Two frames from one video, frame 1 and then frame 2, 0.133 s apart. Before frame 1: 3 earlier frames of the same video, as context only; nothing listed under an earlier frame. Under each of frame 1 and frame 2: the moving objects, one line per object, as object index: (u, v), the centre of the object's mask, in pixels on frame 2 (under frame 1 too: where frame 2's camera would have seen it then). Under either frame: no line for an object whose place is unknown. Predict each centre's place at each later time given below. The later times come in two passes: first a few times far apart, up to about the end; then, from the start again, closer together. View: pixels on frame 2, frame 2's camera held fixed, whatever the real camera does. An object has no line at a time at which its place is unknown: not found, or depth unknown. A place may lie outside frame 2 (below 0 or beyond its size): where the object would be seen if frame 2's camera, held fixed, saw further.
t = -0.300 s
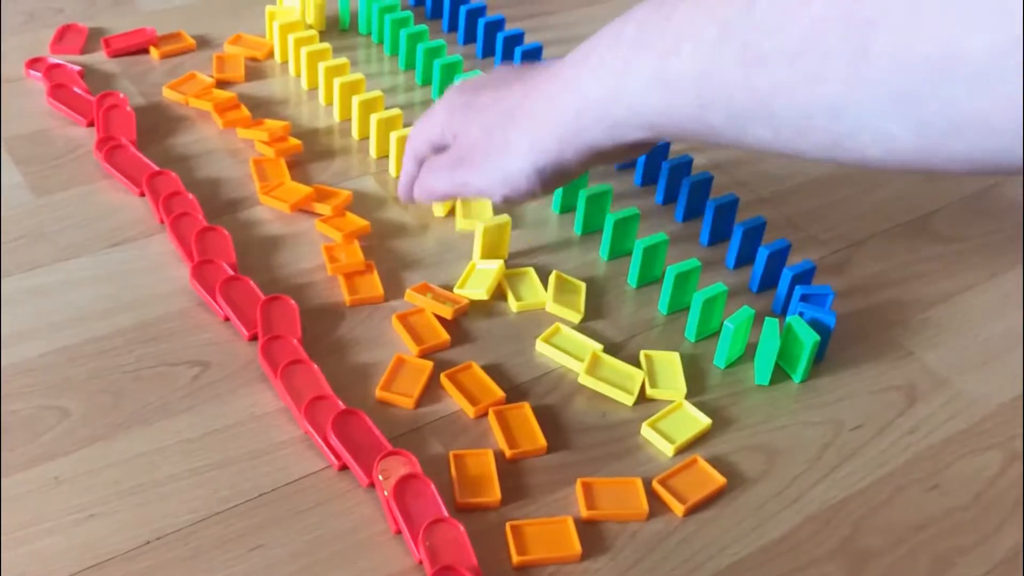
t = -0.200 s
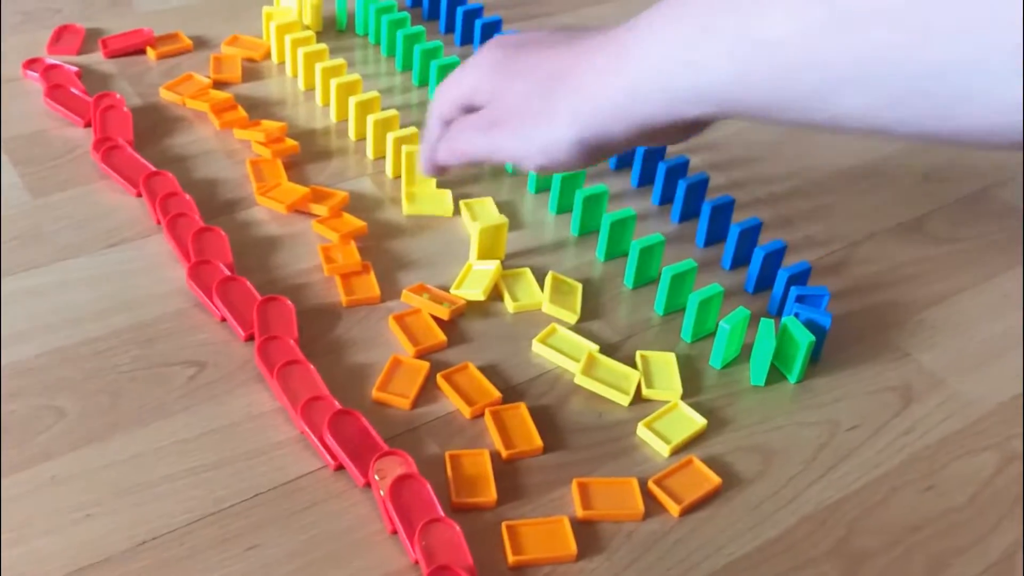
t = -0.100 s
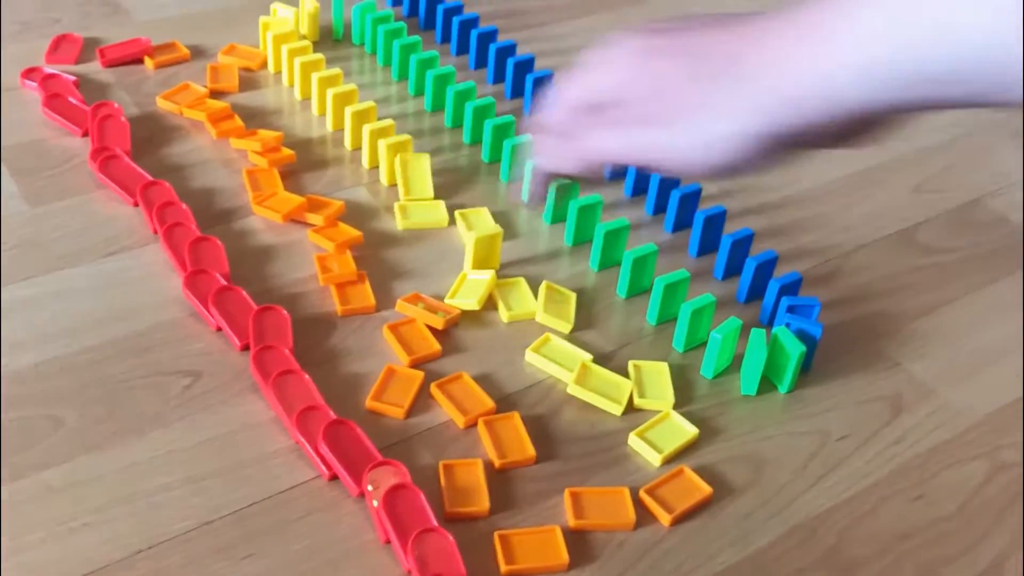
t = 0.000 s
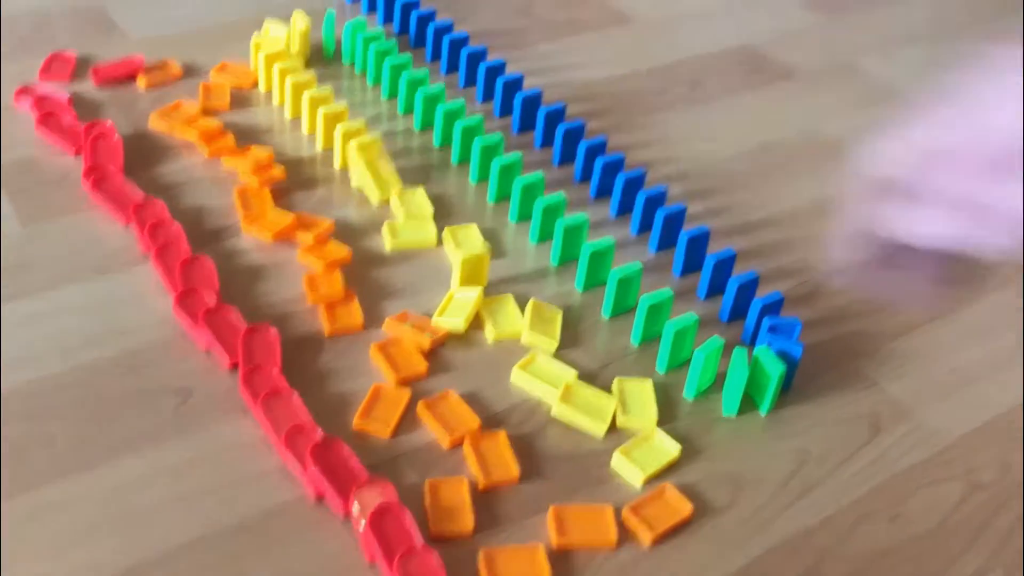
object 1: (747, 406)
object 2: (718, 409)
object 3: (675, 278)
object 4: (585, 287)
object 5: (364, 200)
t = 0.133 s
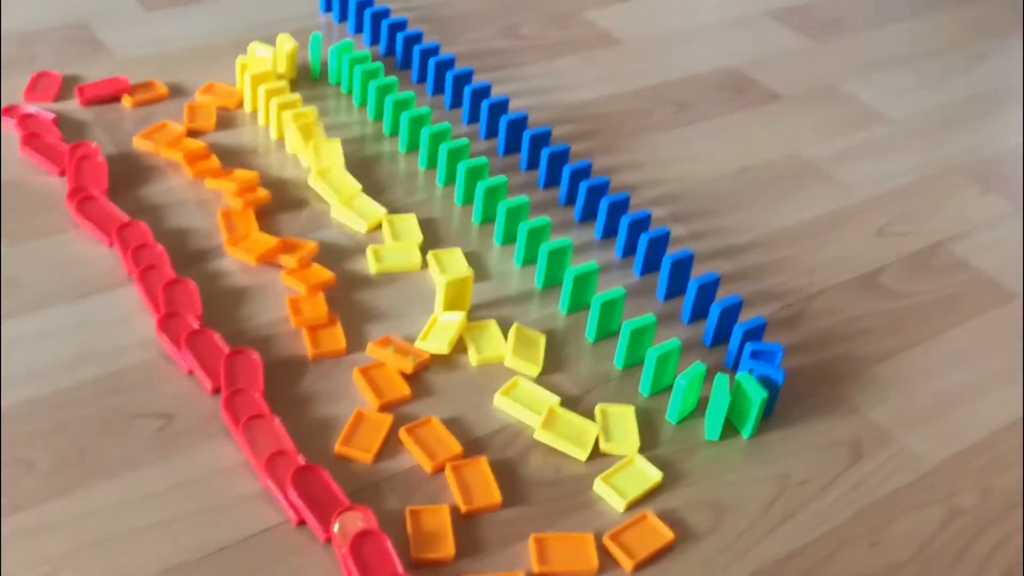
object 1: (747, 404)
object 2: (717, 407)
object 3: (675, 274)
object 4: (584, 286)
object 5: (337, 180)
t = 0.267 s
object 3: (672, 272)
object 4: (581, 284)
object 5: (344, 199)
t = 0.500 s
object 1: (742, 401)
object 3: (672, 272)
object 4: (582, 284)
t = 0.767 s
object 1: (745, 402)
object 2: (716, 405)
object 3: (674, 273)
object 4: (583, 285)
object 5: (344, 199)
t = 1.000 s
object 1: (747, 402)
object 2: (717, 405)
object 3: (675, 273)
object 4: (584, 291)
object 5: (344, 199)
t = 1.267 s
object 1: (748, 402)
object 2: (718, 405)
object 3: (675, 272)
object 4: (570, 315)
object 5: (357, 214)
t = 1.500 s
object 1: (799, 423)
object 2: (741, 447)
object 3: (675, 272)
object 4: (569, 315)
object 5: (358, 214)
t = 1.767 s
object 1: (824, 439)
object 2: (737, 453)
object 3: (664, 262)
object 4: (569, 315)
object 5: (358, 214)
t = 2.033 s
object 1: (824, 439)
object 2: (737, 453)
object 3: (652, 258)
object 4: (569, 314)
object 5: (358, 214)
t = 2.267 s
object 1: (824, 439)
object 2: (737, 453)
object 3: (648, 263)
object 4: (569, 315)
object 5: (357, 214)
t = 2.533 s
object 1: (824, 438)
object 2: (737, 452)
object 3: (648, 263)
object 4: (569, 314)
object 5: (357, 214)
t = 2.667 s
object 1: (825, 439)
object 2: (737, 452)
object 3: (647, 263)
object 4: (569, 314)
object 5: (357, 214)
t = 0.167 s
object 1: (746, 403)
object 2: (717, 406)
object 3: (674, 273)
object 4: (583, 285)
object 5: (345, 198)
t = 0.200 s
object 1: (745, 403)
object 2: (715, 406)
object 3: (673, 273)
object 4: (583, 285)
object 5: (344, 199)
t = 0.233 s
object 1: (743, 402)
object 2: (714, 406)
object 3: (672, 273)
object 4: (582, 285)
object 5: (344, 200)
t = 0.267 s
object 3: (672, 272)
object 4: (581, 284)
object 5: (344, 199)
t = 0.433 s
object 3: (671, 273)
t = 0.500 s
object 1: (742, 401)
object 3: (672, 272)
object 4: (582, 284)
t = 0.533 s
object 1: (743, 402)
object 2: (713, 405)
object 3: (672, 272)
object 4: (581, 284)
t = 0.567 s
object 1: (743, 402)
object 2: (714, 405)
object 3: (672, 272)
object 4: (582, 284)
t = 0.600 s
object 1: (744, 401)
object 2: (714, 405)
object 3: (673, 272)
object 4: (582, 284)
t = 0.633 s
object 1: (744, 401)
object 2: (715, 405)
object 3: (673, 272)
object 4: (582, 284)
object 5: (344, 199)
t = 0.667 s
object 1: (744, 402)
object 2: (715, 405)
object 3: (673, 272)
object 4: (582, 284)
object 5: (344, 199)
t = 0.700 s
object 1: (744, 402)
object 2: (715, 405)
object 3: (673, 273)
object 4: (582, 284)
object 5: (344, 199)
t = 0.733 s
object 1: (745, 402)
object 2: (716, 405)
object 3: (674, 273)
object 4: (583, 285)
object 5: (344, 199)
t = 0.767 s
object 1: (745, 402)
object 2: (716, 405)
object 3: (674, 273)
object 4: (583, 285)
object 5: (344, 199)
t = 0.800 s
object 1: (745, 403)
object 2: (716, 406)
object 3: (674, 273)
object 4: (583, 285)
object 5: (343, 197)
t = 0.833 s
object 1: (746, 403)
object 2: (716, 406)
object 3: (674, 273)
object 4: (583, 285)
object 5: (344, 199)
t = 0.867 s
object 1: (746, 402)
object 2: (716, 406)
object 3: (674, 273)
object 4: (583, 285)
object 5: (344, 199)
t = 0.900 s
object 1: (746, 402)
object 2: (717, 405)
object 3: (674, 273)
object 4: (583, 285)
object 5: (344, 199)
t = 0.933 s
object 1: (746, 402)
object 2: (717, 405)
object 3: (674, 273)
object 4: (584, 287)
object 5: (344, 199)
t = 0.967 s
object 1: (746, 402)
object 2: (717, 405)
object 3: (675, 272)
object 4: (586, 289)
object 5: (344, 199)
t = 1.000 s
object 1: (747, 402)
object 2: (717, 405)
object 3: (675, 273)
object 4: (584, 291)
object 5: (344, 199)
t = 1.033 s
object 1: (747, 402)
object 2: (717, 406)
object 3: (675, 273)
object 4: (584, 295)
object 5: (344, 199)
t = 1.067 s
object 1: (747, 402)
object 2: (717, 405)
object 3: (675, 272)
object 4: (581, 303)
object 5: (344, 199)
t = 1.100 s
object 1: (747, 402)
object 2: (717, 405)
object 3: (675, 272)
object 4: (581, 310)
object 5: (344, 199)
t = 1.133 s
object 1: (747, 402)
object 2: (718, 406)
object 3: (675, 273)
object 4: (580, 312)
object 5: (357, 213)
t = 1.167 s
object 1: (747, 402)
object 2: (718, 405)
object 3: (675, 272)
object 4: (578, 314)
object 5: (357, 214)
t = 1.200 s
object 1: (747, 402)
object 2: (718, 405)
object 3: (675, 272)
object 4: (574, 315)
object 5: (357, 214)
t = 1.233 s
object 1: (747, 402)
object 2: (718, 405)
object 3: (675, 272)
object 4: (571, 315)
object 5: (357, 214)
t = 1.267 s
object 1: (748, 402)
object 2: (718, 405)
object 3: (675, 272)
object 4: (570, 315)
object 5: (357, 214)
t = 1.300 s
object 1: (748, 402)
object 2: (719, 405)
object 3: (675, 272)
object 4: (570, 315)
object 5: (357, 214)
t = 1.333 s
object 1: (752, 403)
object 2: (726, 407)
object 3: (675, 272)
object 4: (570, 315)
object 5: (358, 214)
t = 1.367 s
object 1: (754, 399)
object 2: (748, 418)
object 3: (675, 272)
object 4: (569, 315)
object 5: (358, 214)
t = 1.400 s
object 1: (770, 393)
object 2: (755, 425)
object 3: (675, 272)
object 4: (569, 315)
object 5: (358, 214)
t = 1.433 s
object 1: (779, 405)
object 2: (745, 429)
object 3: (675, 272)
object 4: (569, 315)
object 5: (358, 214)
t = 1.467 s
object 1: (788, 416)
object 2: (743, 437)
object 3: (675, 272)
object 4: (569, 315)
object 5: (358, 214)
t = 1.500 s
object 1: (799, 423)
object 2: (741, 447)
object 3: (675, 272)
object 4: (569, 315)
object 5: (358, 214)
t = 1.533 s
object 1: (811, 432)
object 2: (737, 452)
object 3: (675, 272)
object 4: (569, 315)
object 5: (358, 214)
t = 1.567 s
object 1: (819, 437)
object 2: (736, 453)
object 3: (674, 271)
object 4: (569, 315)
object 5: (358, 214)
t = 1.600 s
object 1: (824, 439)
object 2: (737, 453)
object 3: (672, 268)
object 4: (569, 315)
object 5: (358, 214)
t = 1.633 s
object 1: (824, 439)
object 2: (737, 453)
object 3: (669, 265)
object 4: (569, 315)
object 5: (358, 214)
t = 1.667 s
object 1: (824, 439)
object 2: (737, 453)
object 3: (670, 263)
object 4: (569, 315)
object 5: (358, 214)
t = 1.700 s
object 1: (824, 439)
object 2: (737, 453)
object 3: (663, 261)
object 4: (569, 315)
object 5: (358, 214)
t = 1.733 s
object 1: (824, 439)
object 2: (737, 453)
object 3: (664, 261)
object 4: (569, 315)
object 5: (358, 214)
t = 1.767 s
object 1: (824, 439)
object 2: (737, 453)
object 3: (664, 262)
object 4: (569, 315)
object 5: (358, 214)
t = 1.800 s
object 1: (824, 439)
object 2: (737, 453)
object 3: (664, 263)
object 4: (569, 315)
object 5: (358, 214)
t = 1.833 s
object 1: (824, 439)
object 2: (737, 453)
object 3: (663, 263)
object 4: (569, 315)
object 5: (358, 214)
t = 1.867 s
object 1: (824, 439)
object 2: (737, 453)
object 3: (661, 262)
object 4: (569, 315)
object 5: (358, 214)
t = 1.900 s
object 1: (824, 439)
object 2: (737, 453)
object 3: (657, 262)
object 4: (569, 315)
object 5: (358, 214)
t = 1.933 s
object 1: (824, 439)
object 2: (737, 453)
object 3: (650, 254)
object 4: (569, 314)
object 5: (358, 214)
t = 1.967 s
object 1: (824, 439)
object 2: (737, 453)
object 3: (649, 257)
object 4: (569, 315)
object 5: (358, 214)
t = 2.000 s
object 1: (824, 439)
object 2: (737, 453)
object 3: (651, 258)
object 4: (569, 315)
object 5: (358, 214)
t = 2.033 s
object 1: (824, 439)
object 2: (737, 453)
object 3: (652, 258)
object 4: (569, 314)
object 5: (358, 214)
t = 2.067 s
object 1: (824, 439)
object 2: (737, 453)
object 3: (648, 263)
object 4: (569, 314)
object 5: (358, 214)
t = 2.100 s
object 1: (824, 439)
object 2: (736, 453)
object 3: (648, 263)
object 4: (569, 315)
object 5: (358, 214)
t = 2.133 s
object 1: (824, 439)
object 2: (737, 453)
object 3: (648, 263)
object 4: (569, 315)
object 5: (358, 214)
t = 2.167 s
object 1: (824, 439)
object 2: (737, 453)
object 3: (648, 263)
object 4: (569, 314)
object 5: (357, 214)
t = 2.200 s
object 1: (824, 438)
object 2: (737, 453)
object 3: (648, 263)
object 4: (569, 314)
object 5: (357, 214)
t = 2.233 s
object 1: (825, 439)
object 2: (737, 453)
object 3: (648, 263)
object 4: (569, 314)
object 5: (357, 214)
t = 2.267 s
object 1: (824, 439)
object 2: (737, 453)
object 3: (648, 263)
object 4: (569, 315)
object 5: (357, 214)
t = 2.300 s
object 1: (824, 439)
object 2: (737, 453)
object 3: (648, 263)
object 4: (570, 314)
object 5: (358, 214)
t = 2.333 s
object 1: (825, 438)
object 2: (737, 452)
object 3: (648, 262)
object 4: (569, 314)
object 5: (358, 214)
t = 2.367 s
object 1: (824, 439)
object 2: (737, 453)
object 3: (648, 262)
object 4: (569, 314)
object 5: (358, 214)
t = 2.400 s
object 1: (824, 439)
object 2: (737, 453)
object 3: (648, 262)
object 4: (569, 314)
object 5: (357, 214)
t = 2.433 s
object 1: (824, 438)
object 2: (737, 453)
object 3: (648, 262)
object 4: (569, 314)
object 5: (357, 214)
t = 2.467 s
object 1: (824, 439)
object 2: (737, 453)
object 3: (648, 262)
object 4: (569, 314)
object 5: (357, 214)
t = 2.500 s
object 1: (824, 438)
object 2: (737, 453)
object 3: (648, 262)
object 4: (569, 314)
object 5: (357, 214)
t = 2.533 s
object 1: (824, 438)
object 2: (737, 452)
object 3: (648, 263)
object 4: (569, 314)
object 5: (357, 214)
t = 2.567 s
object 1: (824, 438)
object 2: (737, 453)
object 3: (648, 263)
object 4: (569, 314)
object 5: (357, 214)
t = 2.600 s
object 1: (825, 439)
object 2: (737, 453)
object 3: (647, 263)
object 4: (569, 314)
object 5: (357, 214)
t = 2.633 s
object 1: (825, 439)
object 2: (737, 453)
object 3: (647, 263)
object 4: (569, 314)
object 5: (357, 214)
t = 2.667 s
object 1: (825, 439)
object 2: (737, 452)
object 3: (647, 263)
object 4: (569, 314)
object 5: (357, 214)
